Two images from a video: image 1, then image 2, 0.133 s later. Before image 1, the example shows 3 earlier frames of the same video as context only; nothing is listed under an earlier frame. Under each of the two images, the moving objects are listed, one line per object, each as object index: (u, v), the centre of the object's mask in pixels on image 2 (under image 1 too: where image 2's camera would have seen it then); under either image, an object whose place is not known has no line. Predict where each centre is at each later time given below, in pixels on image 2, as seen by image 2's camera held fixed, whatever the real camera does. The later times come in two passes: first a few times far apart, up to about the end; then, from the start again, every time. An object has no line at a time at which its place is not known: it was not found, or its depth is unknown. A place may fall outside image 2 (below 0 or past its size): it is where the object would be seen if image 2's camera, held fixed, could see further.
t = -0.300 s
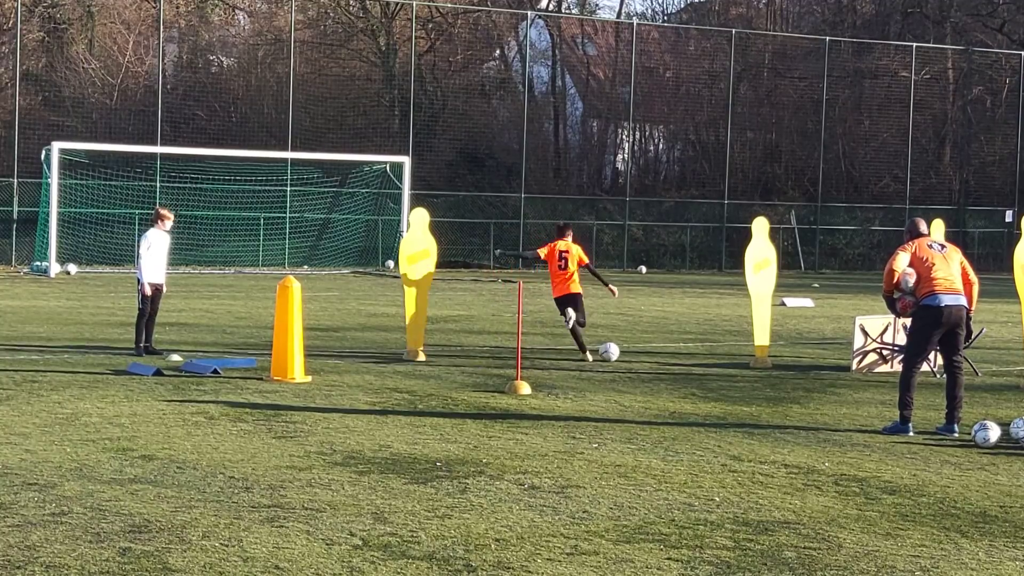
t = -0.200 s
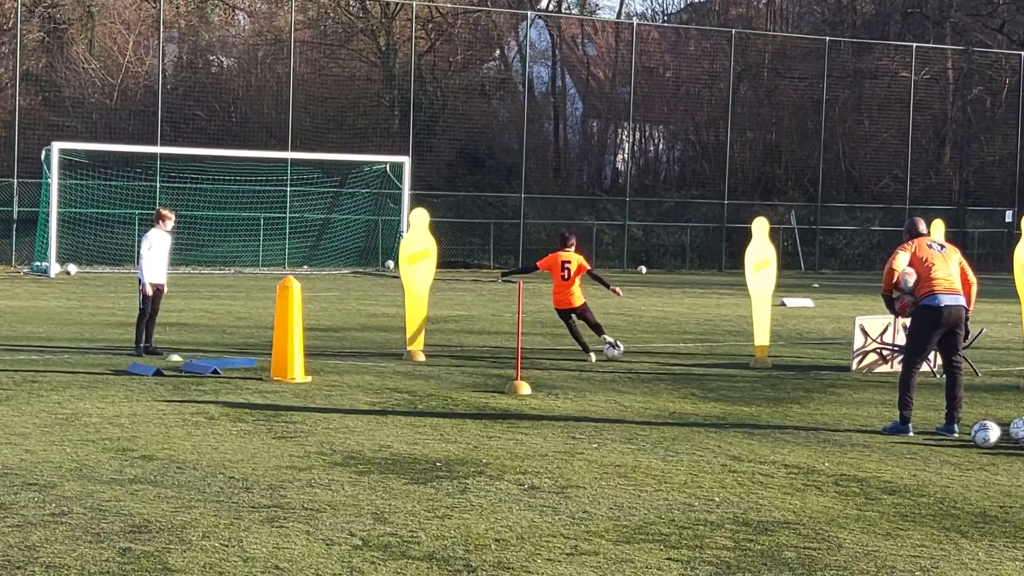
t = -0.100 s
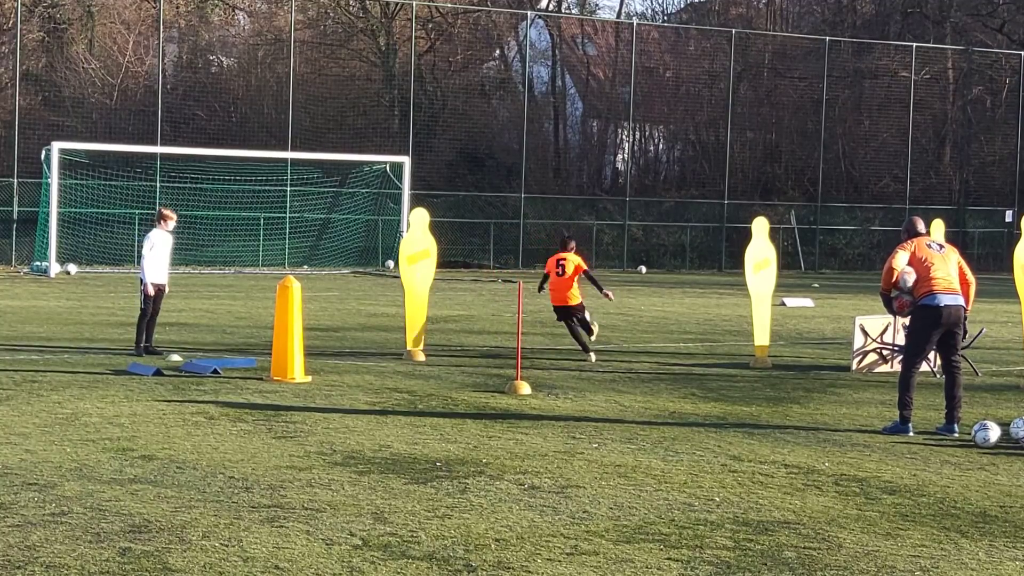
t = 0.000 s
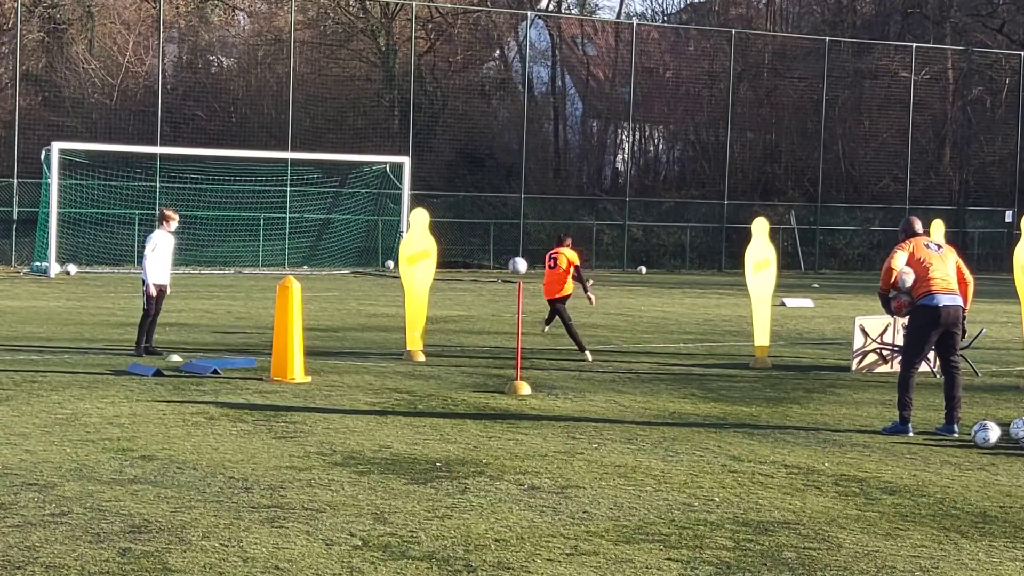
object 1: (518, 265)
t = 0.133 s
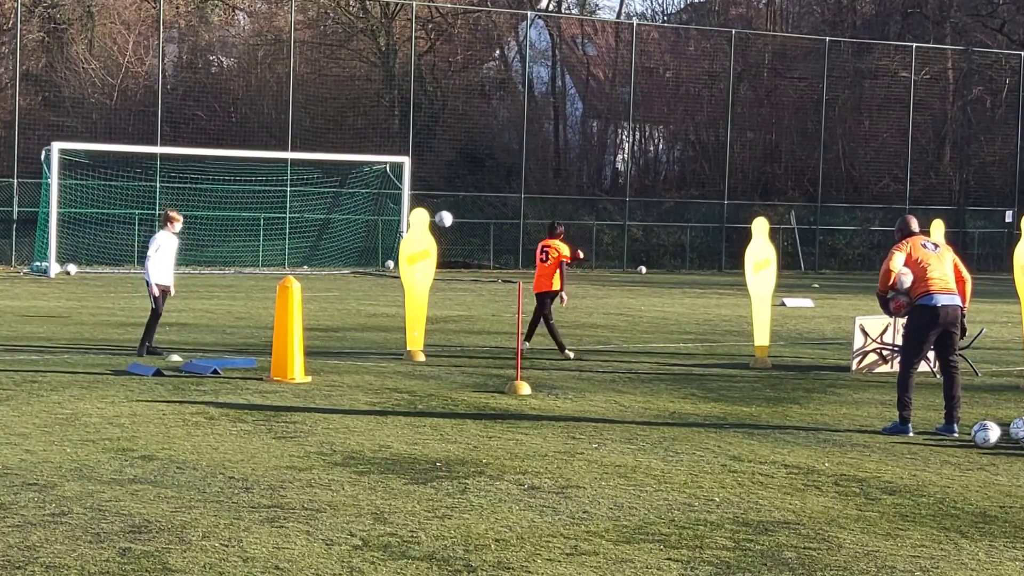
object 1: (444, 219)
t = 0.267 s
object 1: (378, 191)
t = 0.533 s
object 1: (265, 179)
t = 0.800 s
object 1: (170, 209)
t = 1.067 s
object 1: (89, 272)
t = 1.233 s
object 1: (62, 242)
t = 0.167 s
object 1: (429, 209)
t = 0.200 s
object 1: (410, 203)
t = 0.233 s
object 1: (394, 197)
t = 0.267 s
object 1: (378, 191)
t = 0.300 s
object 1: (363, 187)
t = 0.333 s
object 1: (347, 184)
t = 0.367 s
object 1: (332, 180)
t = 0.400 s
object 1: (318, 179)
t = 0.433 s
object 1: (305, 178)
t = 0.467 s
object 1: (291, 178)
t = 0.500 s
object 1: (278, 178)
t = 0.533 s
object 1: (265, 179)
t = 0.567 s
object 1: (253, 181)
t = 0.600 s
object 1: (240, 183)
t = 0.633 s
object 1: (228, 186)
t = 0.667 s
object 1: (216, 190)
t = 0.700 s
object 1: (204, 194)
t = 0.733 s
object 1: (193, 199)
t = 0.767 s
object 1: (181, 204)
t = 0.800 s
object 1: (170, 209)
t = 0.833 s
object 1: (160, 215)
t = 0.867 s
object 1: (149, 222)
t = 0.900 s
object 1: (139, 229)
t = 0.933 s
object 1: (129, 237)
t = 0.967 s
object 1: (119, 245)
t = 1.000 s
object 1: (108, 254)
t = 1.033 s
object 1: (99, 262)
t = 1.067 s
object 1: (89, 272)
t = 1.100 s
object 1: (84, 267)
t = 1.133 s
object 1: (77, 260)
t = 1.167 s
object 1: (72, 253)
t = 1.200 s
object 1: (66, 247)
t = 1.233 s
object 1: (62, 242)
